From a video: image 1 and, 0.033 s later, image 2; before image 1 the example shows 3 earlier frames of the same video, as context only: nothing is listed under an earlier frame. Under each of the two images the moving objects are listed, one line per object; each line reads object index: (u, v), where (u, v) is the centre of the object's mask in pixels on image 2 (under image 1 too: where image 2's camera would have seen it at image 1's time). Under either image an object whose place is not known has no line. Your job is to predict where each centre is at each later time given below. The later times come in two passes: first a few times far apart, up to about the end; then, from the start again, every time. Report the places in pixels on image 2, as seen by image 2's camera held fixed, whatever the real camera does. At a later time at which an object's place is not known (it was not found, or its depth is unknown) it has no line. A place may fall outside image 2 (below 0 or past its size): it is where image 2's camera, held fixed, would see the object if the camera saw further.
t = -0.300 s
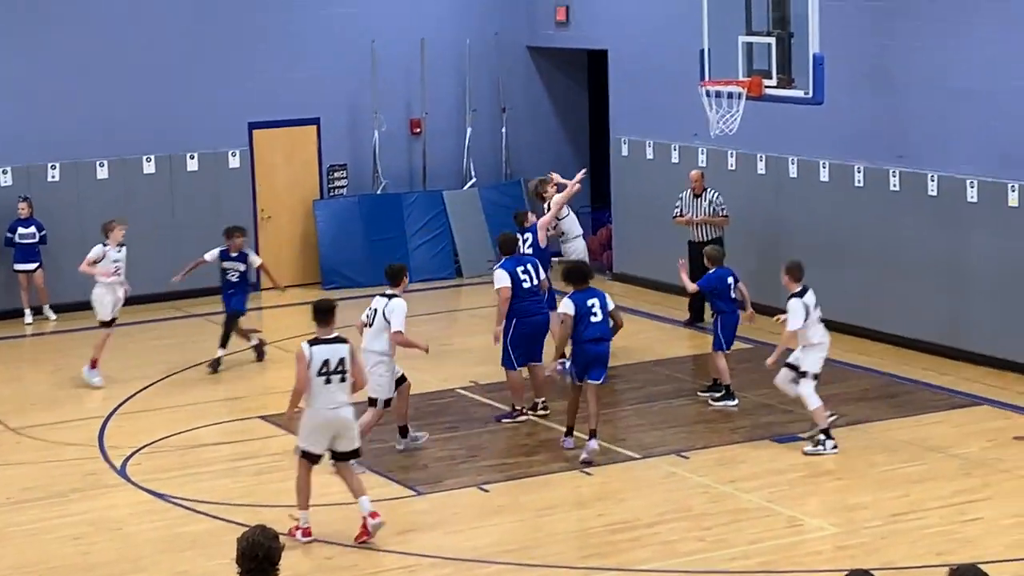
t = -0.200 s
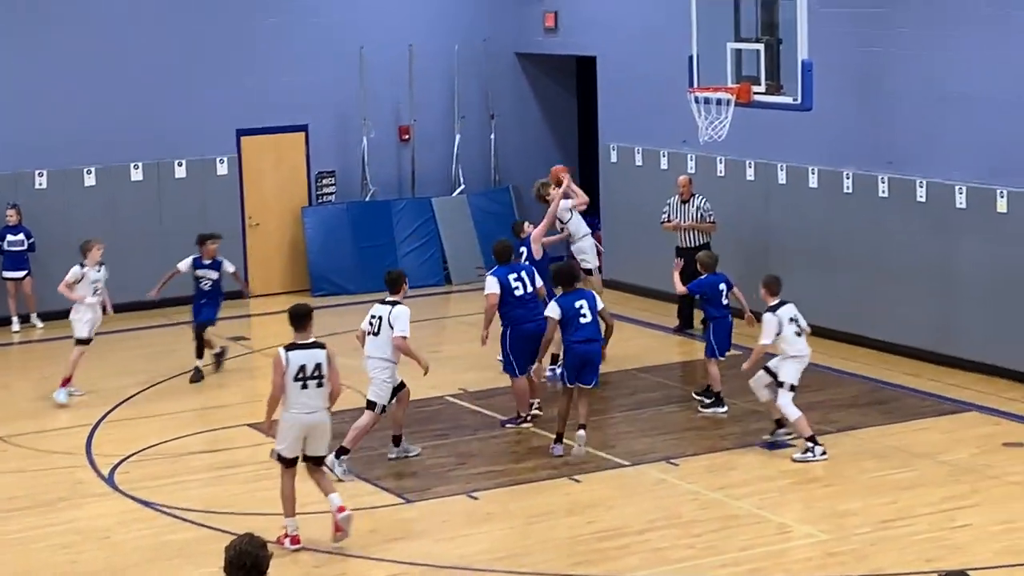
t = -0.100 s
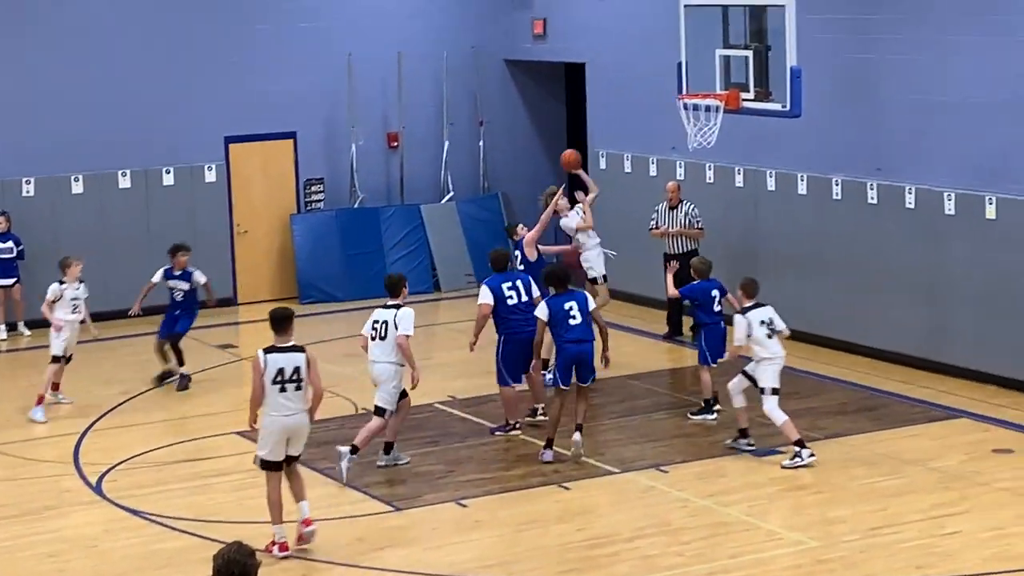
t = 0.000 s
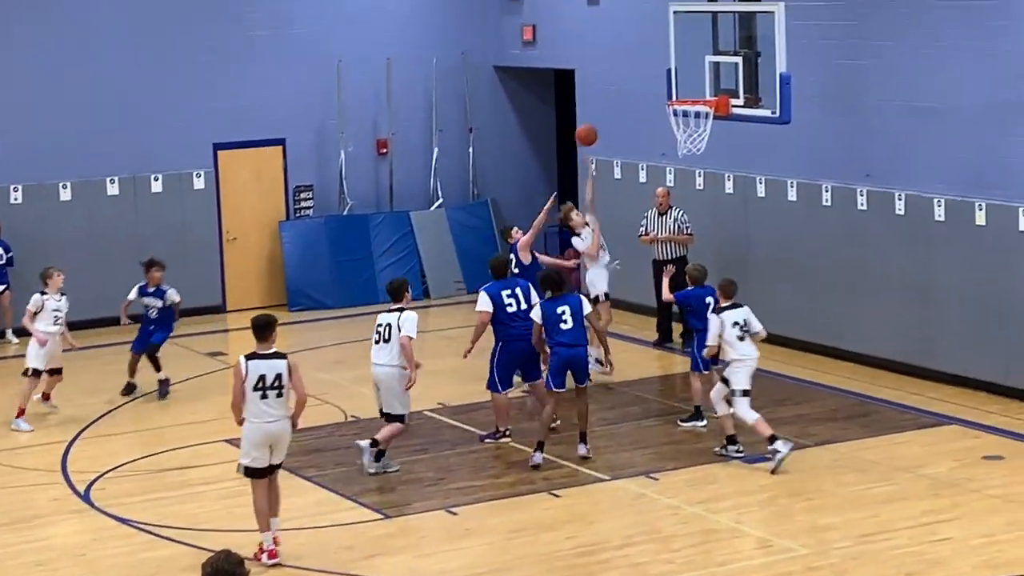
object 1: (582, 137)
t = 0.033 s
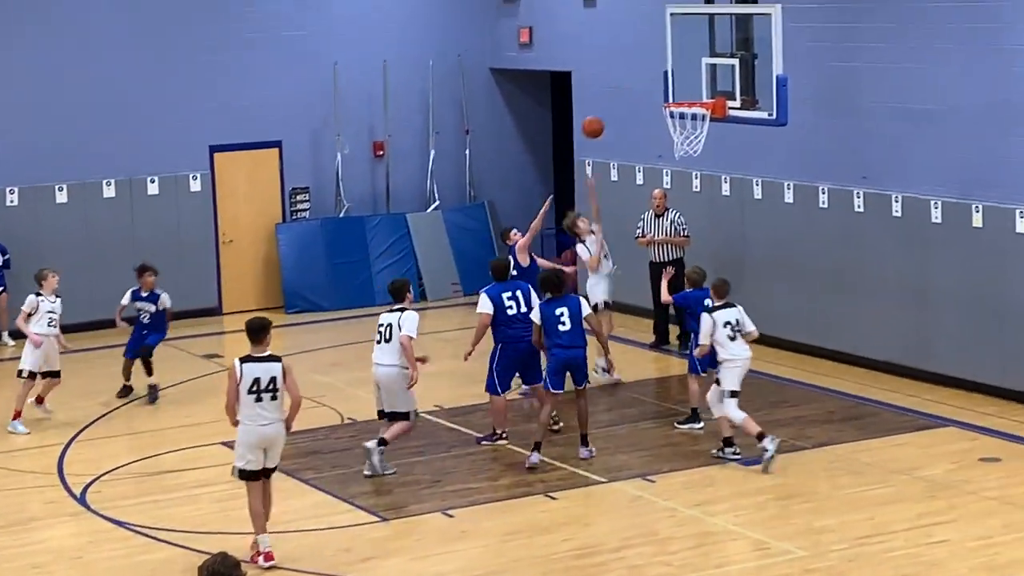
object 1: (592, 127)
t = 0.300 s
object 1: (671, 82)
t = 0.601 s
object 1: (663, 91)
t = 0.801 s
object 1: (641, 116)
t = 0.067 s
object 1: (602, 117)
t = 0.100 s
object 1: (612, 109)
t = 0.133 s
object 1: (623, 102)
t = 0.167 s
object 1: (633, 96)
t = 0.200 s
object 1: (644, 90)
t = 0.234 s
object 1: (654, 86)
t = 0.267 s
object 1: (665, 83)
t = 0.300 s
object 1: (671, 82)
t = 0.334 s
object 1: (673, 83)
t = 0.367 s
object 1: (674, 84)
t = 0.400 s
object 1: (677, 87)
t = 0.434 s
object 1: (678, 91)
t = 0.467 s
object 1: (679, 93)
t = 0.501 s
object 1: (675, 92)
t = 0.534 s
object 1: (671, 91)
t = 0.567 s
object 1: (667, 90)
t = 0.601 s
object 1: (663, 91)
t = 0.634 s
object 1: (659, 92)
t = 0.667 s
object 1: (656, 95)
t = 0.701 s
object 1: (652, 98)
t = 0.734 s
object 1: (648, 103)
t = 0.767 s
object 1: (645, 109)
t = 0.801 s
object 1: (641, 116)
